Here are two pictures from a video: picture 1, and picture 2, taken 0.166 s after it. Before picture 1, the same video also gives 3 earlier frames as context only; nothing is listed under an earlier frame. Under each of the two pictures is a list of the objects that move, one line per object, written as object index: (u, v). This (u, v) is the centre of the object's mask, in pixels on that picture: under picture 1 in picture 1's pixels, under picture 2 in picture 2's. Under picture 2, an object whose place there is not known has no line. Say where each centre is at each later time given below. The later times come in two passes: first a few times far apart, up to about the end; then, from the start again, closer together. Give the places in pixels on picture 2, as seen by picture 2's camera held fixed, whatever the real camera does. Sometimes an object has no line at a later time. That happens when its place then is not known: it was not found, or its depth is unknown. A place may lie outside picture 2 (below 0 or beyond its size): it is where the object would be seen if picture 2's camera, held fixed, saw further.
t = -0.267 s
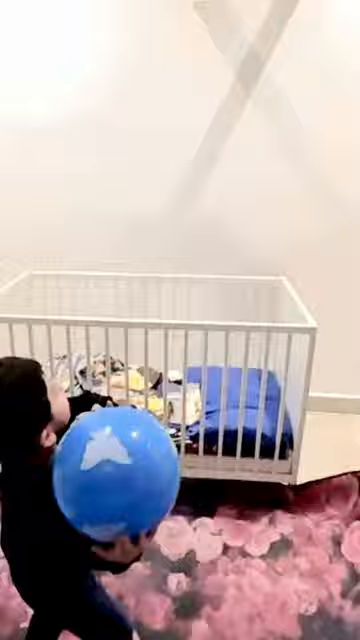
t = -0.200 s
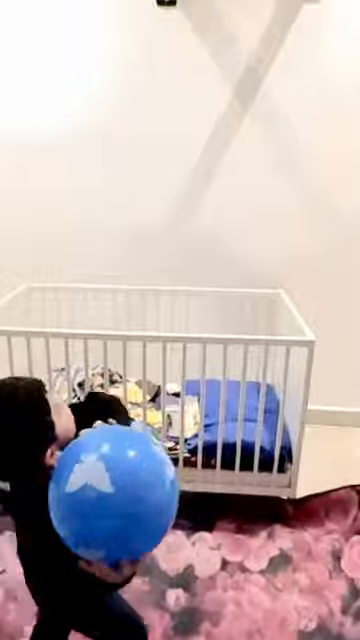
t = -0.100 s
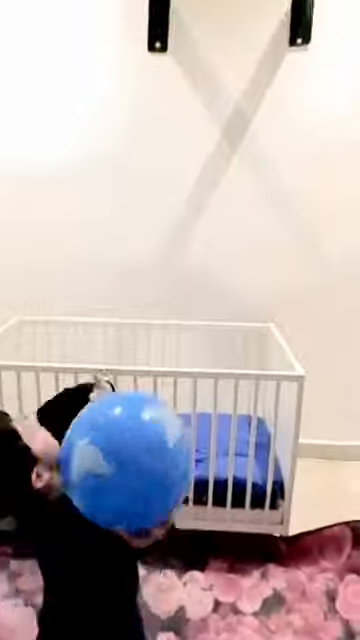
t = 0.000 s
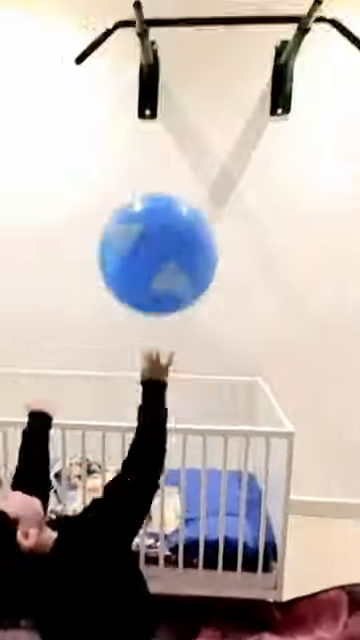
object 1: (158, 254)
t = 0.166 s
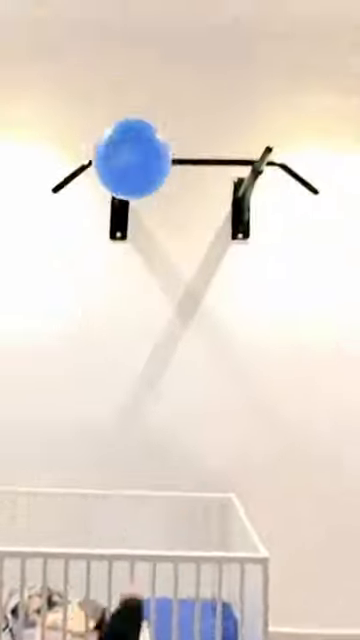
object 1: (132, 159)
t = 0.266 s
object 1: (131, 133)
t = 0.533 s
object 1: (140, 114)
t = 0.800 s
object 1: (147, 112)
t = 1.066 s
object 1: (152, 113)
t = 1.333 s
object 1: (157, 116)
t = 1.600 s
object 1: (162, 122)
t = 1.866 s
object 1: (166, 129)
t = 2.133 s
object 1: (170, 136)
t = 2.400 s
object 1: (185, 177)
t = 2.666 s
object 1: (257, 302)
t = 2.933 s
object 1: (327, 638)
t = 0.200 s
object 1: (131, 148)
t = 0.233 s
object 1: (131, 139)
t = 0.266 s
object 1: (131, 133)
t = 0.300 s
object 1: (131, 128)
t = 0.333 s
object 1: (131, 125)
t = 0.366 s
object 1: (131, 123)
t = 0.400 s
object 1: (134, 120)
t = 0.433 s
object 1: (135, 118)
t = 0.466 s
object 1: (137, 117)
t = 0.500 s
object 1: (139, 116)
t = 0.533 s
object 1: (140, 114)
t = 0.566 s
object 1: (142, 113)
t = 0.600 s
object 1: (143, 113)
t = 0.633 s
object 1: (144, 113)
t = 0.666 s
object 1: (144, 113)
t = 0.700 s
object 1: (145, 112)
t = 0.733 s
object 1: (146, 112)
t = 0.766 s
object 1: (146, 112)
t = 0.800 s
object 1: (147, 112)
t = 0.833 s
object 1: (148, 112)
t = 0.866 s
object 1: (148, 112)
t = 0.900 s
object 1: (149, 112)
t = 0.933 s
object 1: (150, 112)
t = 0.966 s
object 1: (150, 113)
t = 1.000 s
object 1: (151, 113)
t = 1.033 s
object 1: (151, 113)
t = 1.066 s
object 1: (152, 113)
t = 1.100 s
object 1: (153, 113)
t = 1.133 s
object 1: (153, 114)
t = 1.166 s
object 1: (154, 114)
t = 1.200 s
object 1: (155, 115)
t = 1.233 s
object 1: (155, 115)
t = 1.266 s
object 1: (156, 115)
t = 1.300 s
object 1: (156, 116)
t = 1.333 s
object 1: (157, 116)
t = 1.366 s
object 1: (158, 117)
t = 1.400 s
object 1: (158, 118)
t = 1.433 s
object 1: (159, 118)
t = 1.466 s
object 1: (159, 119)
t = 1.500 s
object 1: (160, 120)
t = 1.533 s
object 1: (161, 120)
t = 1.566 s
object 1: (162, 121)
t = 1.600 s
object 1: (162, 122)
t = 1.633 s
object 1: (162, 122)
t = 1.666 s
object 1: (163, 123)
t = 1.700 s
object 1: (163, 124)
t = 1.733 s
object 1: (164, 125)
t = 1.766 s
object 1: (164, 126)
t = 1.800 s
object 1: (165, 127)
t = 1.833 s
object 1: (166, 128)
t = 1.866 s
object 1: (166, 129)
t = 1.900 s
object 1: (167, 130)
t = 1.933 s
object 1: (167, 131)
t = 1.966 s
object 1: (168, 131)
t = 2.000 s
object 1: (168, 133)
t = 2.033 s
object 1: (169, 133)
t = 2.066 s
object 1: (169, 134)
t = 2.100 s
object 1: (170, 135)
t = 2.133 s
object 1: (170, 136)
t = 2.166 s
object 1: (172, 138)
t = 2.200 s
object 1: (173, 139)
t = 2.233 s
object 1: (174, 142)
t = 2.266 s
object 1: (175, 144)
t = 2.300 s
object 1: (176, 153)
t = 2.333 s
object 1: (178, 159)
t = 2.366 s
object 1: (180, 170)
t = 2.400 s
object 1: (185, 177)
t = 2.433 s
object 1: (193, 185)
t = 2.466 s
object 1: (201, 191)
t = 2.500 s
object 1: (209, 200)
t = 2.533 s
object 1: (218, 213)
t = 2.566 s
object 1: (227, 231)
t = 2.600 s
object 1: (237, 250)
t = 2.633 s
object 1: (247, 274)
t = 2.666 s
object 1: (257, 302)
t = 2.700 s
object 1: (268, 333)
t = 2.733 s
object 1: (280, 370)
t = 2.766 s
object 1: (291, 411)
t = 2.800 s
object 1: (300, 449)
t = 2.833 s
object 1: (309, 496)
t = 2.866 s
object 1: (316, 543)
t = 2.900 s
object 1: (322, 590)
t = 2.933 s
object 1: (327, 638)
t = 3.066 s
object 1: (345, 712)
